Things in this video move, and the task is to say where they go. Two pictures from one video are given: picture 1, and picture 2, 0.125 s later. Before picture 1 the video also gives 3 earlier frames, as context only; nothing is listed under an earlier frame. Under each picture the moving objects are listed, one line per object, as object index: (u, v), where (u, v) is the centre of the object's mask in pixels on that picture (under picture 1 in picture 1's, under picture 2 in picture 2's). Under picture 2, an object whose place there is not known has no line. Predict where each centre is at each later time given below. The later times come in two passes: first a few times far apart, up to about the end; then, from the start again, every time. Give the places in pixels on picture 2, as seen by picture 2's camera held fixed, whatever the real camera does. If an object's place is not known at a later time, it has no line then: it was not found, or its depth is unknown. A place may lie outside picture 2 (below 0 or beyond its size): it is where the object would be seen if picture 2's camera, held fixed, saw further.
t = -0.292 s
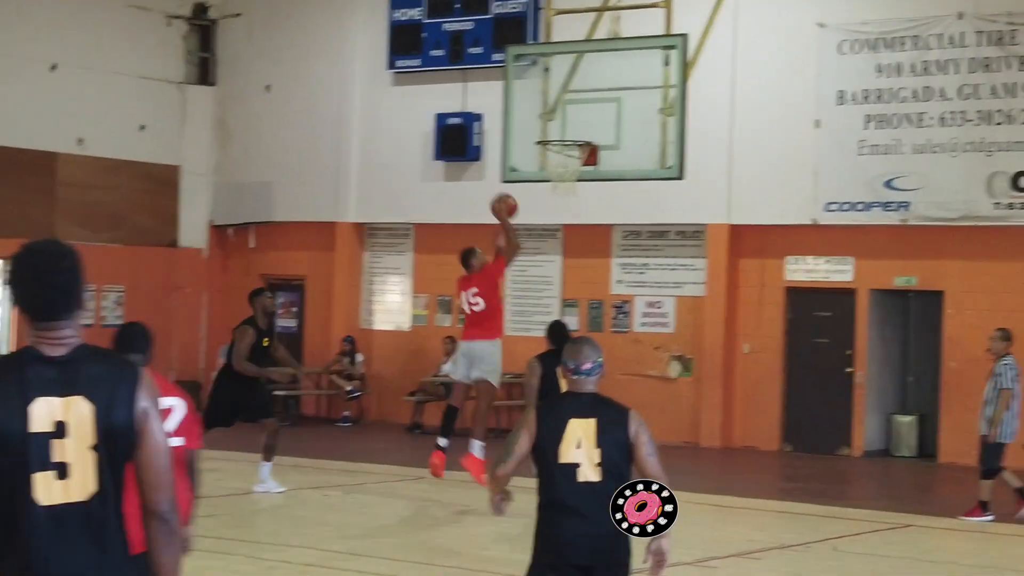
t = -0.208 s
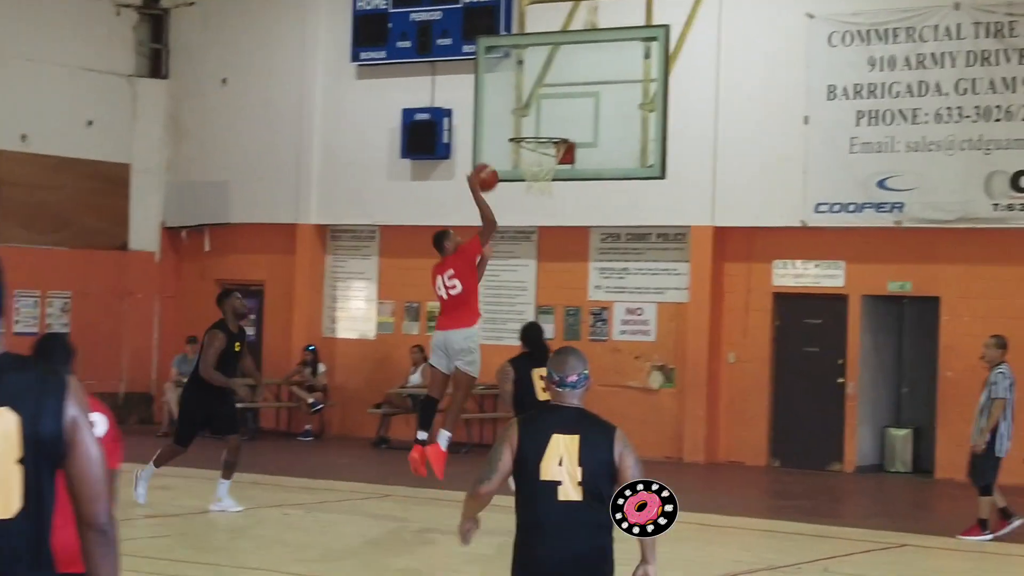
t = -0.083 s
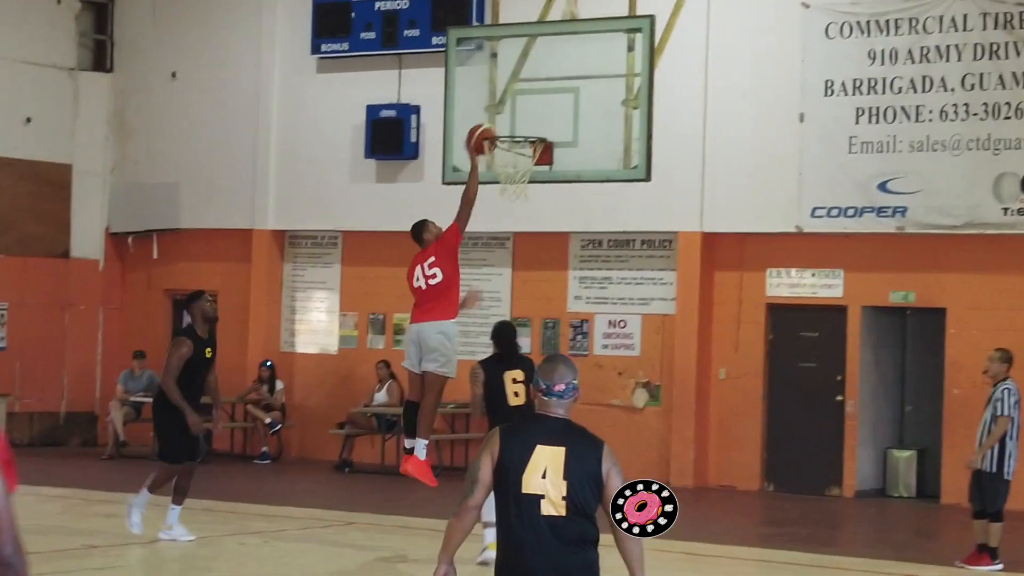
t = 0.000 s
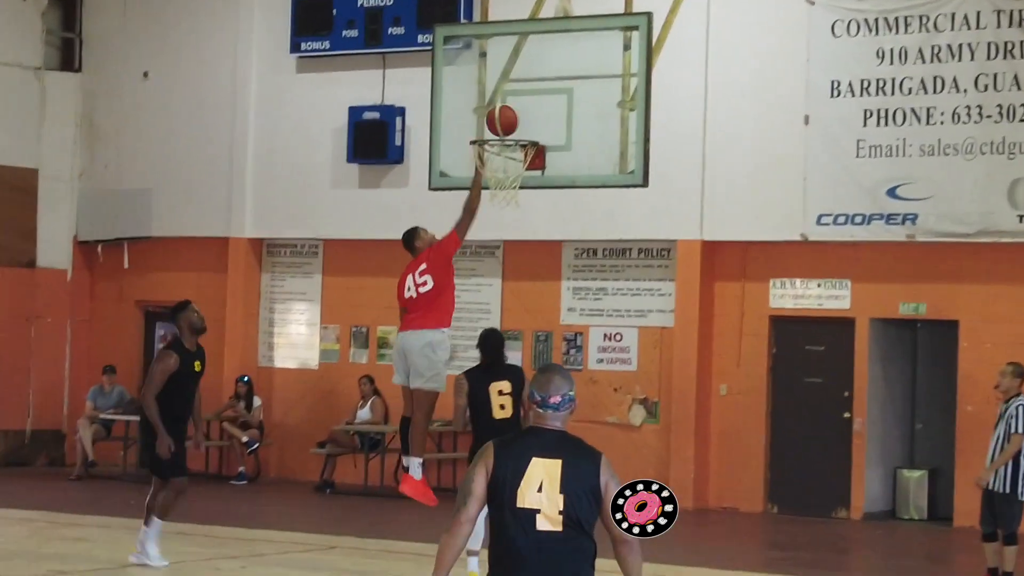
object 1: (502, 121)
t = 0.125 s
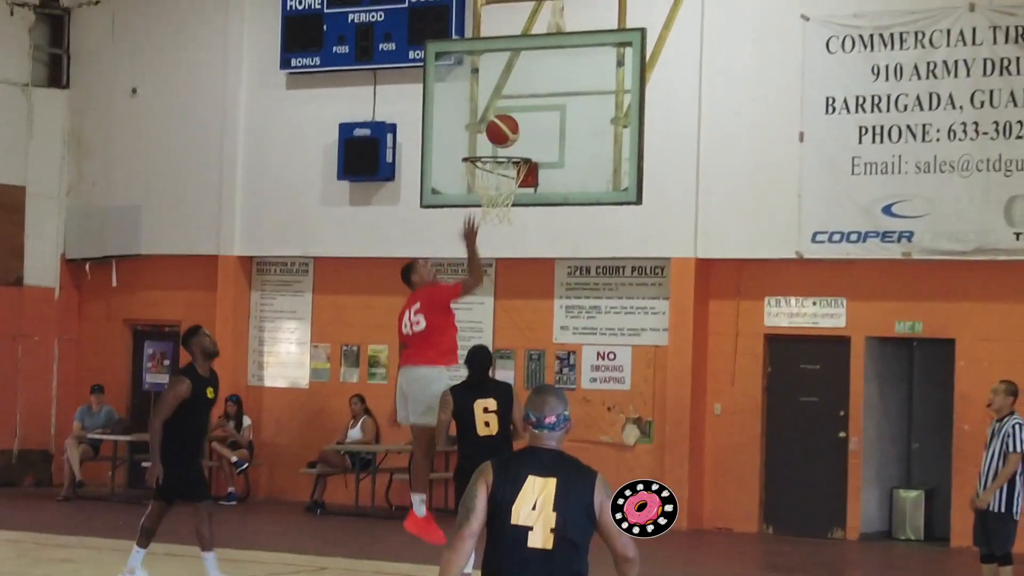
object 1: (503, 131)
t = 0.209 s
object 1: (508, 138)
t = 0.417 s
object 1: (487, 130)
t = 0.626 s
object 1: (480, 137)
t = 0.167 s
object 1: (505, 133)
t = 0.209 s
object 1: (508, 138)
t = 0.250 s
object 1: (509, 143)
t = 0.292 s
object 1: (503, 136)
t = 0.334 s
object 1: (498, 132)
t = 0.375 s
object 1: (492, 130)
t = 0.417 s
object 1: (487, 130)
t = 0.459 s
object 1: (479, 134)
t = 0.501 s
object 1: (475, 138)
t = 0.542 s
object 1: (474, 138)
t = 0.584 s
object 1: (477, 136)
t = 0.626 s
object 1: (480, 137)
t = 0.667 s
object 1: (482, 140)
